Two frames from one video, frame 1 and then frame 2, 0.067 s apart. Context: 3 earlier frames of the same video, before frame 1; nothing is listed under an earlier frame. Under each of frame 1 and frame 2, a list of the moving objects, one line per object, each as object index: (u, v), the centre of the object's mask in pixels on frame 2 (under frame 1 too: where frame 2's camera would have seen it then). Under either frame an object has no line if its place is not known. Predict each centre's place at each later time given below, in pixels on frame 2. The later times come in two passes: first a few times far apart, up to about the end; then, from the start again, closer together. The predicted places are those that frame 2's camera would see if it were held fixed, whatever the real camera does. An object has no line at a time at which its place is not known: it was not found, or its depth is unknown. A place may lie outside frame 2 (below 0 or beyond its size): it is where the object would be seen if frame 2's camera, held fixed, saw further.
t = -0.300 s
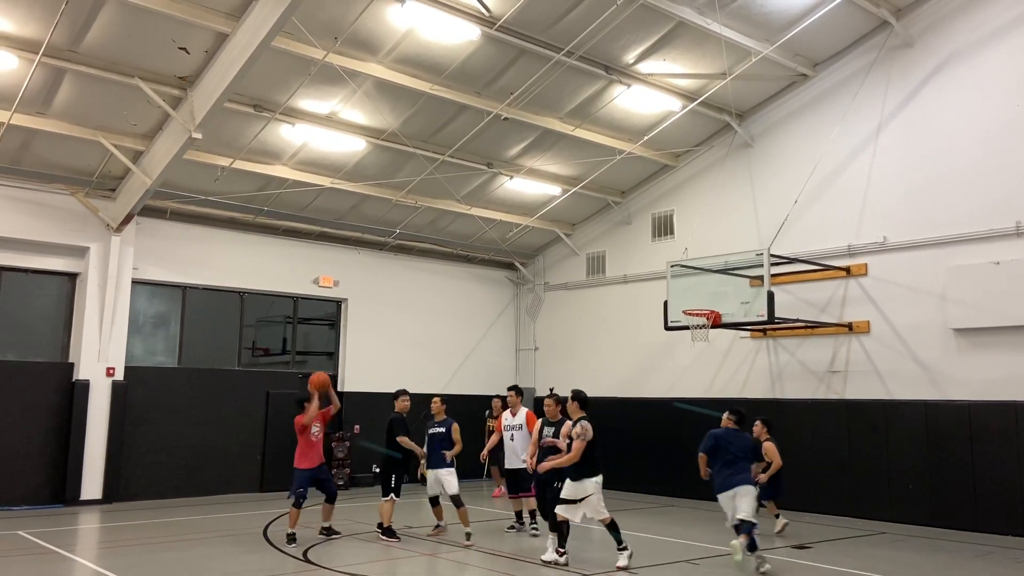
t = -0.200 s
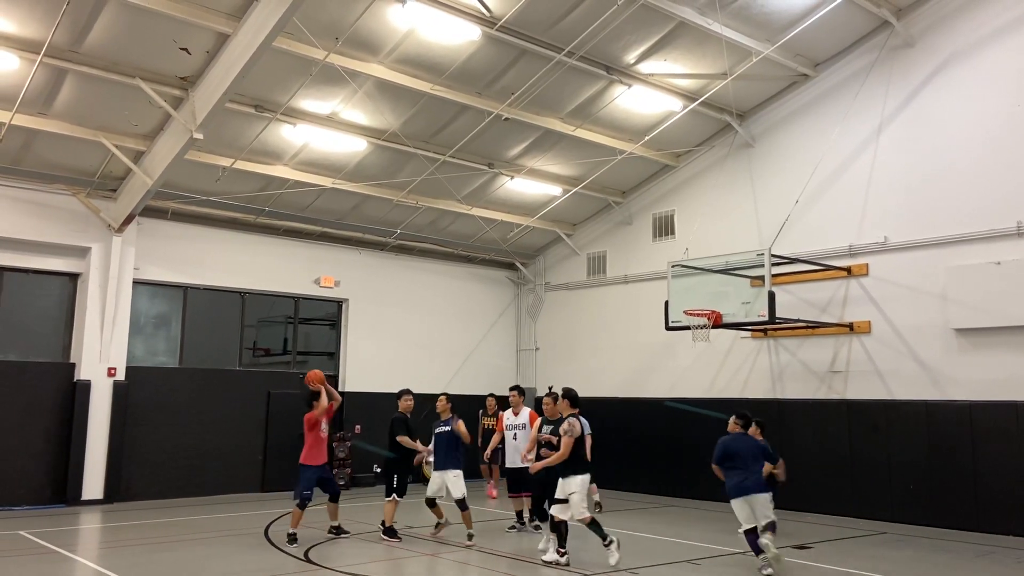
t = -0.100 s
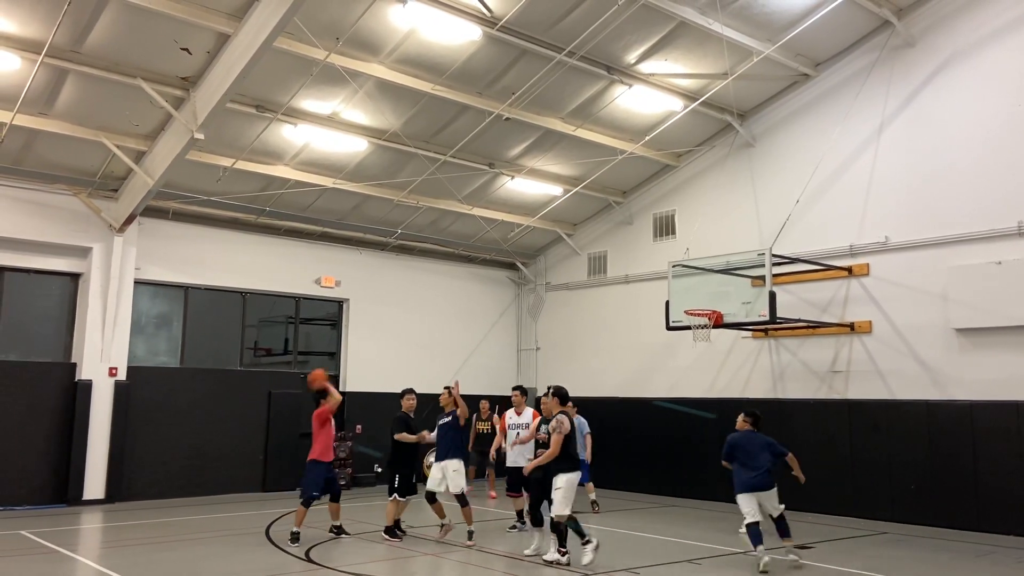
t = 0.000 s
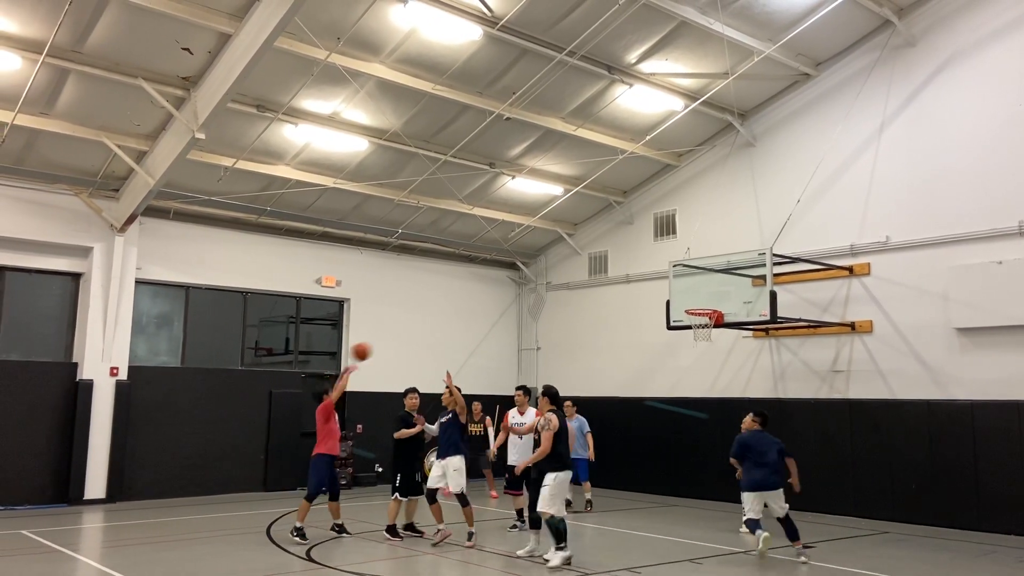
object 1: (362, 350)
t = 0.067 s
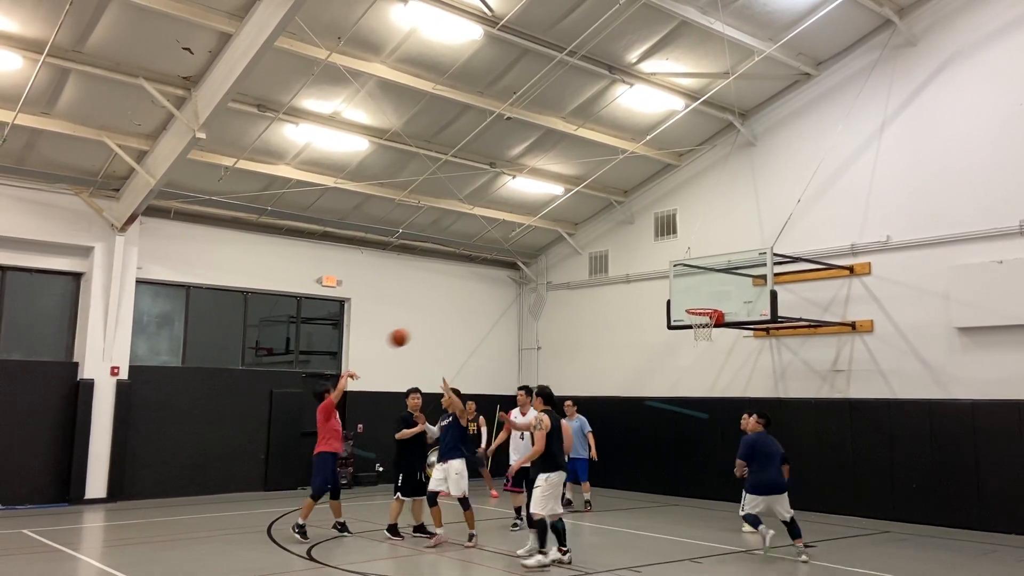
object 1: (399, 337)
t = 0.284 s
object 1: (508, 319)
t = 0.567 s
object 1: (631, 346)
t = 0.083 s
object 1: (408, 334)
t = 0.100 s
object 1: (417, 332)
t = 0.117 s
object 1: (425, 330)
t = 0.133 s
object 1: (435, 328)
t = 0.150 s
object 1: (443, 326)
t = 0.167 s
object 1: (451, 325)
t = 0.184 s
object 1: (460, 323)
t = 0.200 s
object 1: (468, 322)
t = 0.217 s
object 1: (476, 321)
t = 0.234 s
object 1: (485, 320)
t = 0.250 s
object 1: (493, 320)
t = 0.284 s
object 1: (508, 319)
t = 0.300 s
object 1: (516, 319)
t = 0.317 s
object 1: (524, 320)
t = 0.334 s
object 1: (532, 321)
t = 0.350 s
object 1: (539, 322)
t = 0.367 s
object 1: (546, 322)
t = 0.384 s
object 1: (554, 324)
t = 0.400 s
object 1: (561, 324)
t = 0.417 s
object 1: (569, 326)
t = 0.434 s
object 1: (576, 328)
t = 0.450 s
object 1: (583, 329)
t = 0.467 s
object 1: (590, 331)
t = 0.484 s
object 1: (597, 333)
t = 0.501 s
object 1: (604, 335)
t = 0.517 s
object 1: (611, 337)
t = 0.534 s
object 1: (618, 340)
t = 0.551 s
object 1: (624, 343)
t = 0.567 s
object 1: (631, 346)
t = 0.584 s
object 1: (638, 349)
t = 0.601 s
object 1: (644, 352)
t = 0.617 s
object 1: (651, 356)
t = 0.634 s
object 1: (657, 360)
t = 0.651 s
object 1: (664, 363)
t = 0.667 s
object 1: (671, 368)
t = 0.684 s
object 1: (677, 372)
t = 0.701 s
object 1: (683, 376)
